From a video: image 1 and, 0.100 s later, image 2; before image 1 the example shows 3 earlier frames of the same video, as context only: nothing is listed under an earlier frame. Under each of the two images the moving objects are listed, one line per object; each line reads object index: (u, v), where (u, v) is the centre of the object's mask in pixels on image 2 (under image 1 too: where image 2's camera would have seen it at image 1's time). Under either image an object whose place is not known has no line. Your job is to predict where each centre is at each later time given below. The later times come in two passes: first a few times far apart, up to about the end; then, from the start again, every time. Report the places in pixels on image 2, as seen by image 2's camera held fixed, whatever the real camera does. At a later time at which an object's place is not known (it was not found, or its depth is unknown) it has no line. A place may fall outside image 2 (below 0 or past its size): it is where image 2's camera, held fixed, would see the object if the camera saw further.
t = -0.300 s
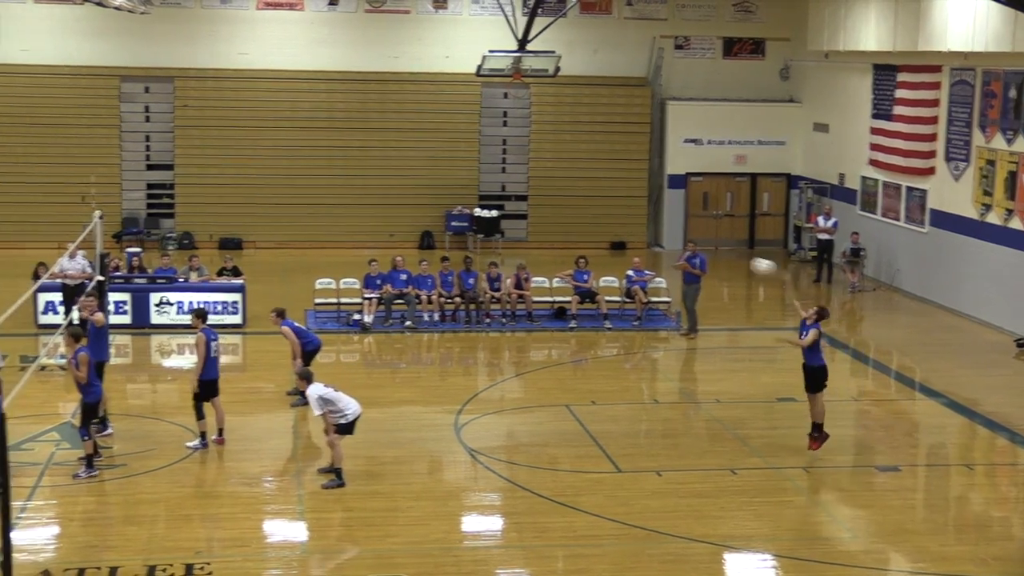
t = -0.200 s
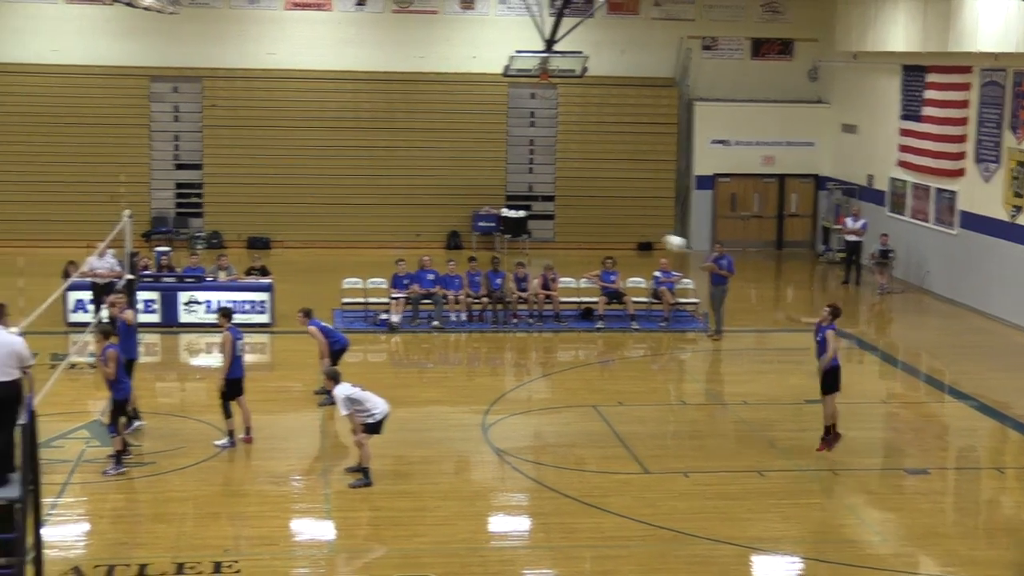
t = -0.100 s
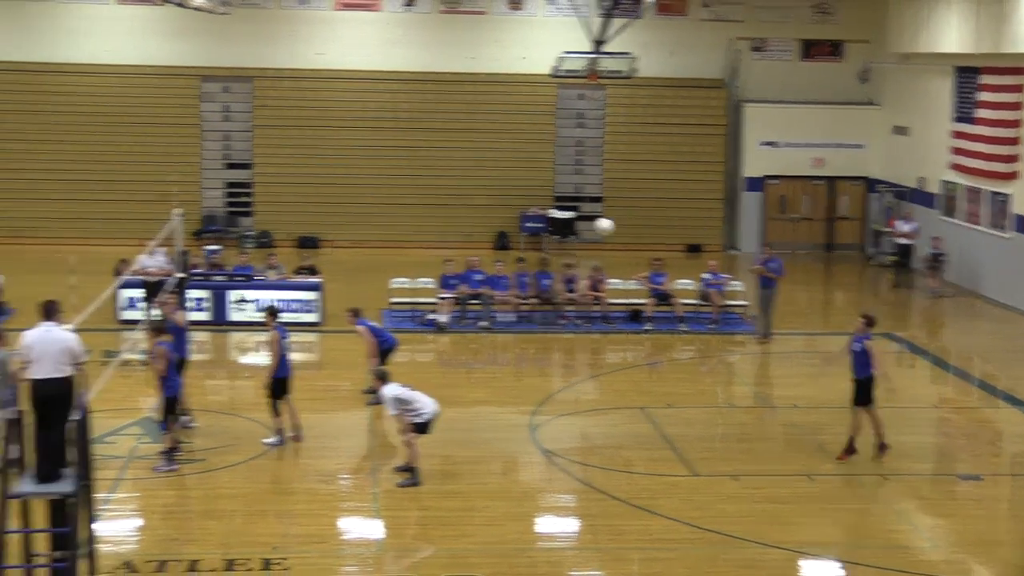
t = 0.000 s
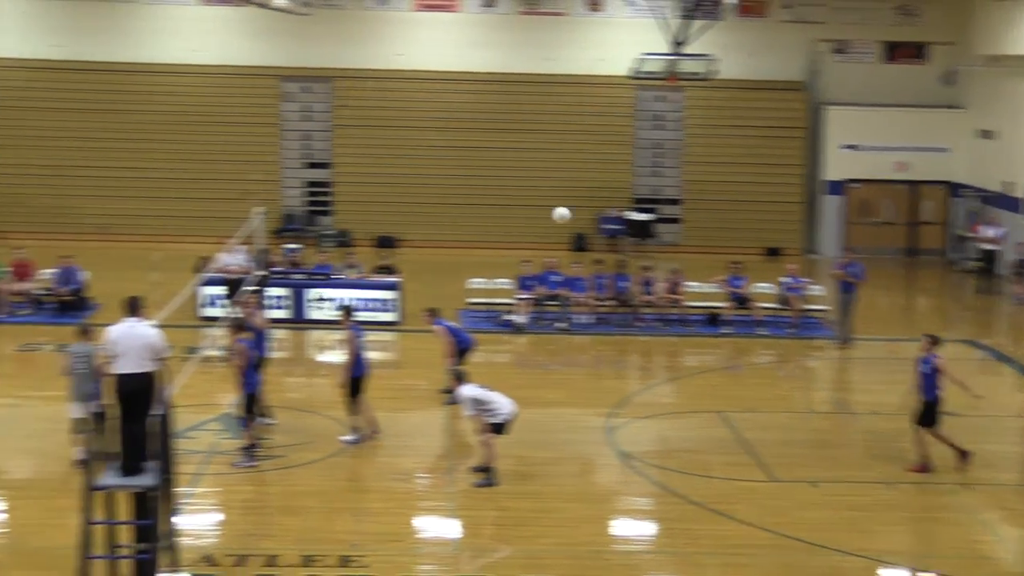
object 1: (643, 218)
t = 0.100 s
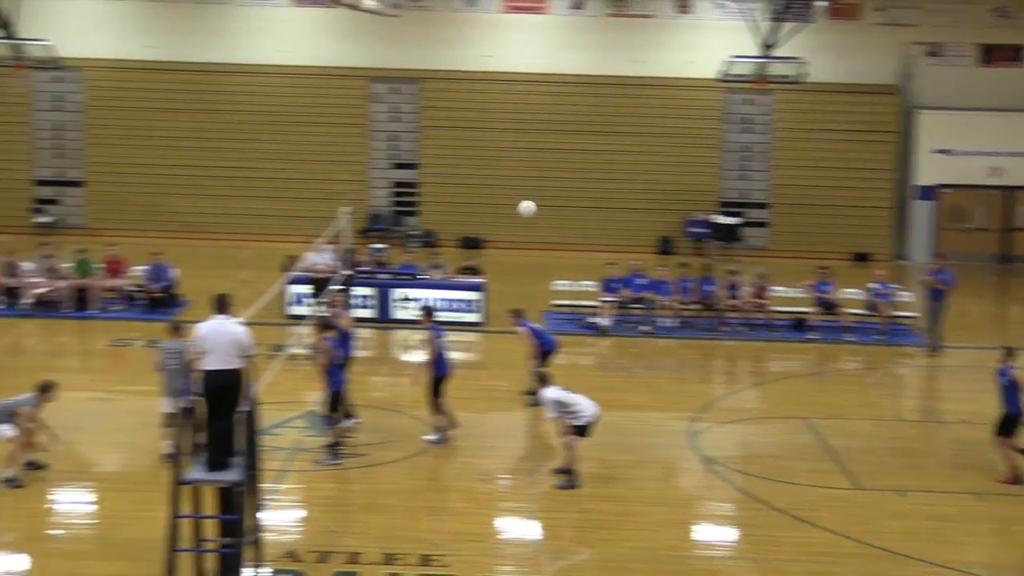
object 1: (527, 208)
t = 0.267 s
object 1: (333, 205)
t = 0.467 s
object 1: (96, 226)
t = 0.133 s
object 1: (488, 206)
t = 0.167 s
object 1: (449, 205)
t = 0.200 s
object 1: (410, 205)
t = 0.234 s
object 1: (371, 205)
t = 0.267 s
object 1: (333, 205)
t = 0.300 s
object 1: (294, 207)
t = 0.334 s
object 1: (254, 209)
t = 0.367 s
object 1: (216, 212)
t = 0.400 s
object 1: (176, 216)
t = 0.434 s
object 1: (136, 221)
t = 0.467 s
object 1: (96, 226)
